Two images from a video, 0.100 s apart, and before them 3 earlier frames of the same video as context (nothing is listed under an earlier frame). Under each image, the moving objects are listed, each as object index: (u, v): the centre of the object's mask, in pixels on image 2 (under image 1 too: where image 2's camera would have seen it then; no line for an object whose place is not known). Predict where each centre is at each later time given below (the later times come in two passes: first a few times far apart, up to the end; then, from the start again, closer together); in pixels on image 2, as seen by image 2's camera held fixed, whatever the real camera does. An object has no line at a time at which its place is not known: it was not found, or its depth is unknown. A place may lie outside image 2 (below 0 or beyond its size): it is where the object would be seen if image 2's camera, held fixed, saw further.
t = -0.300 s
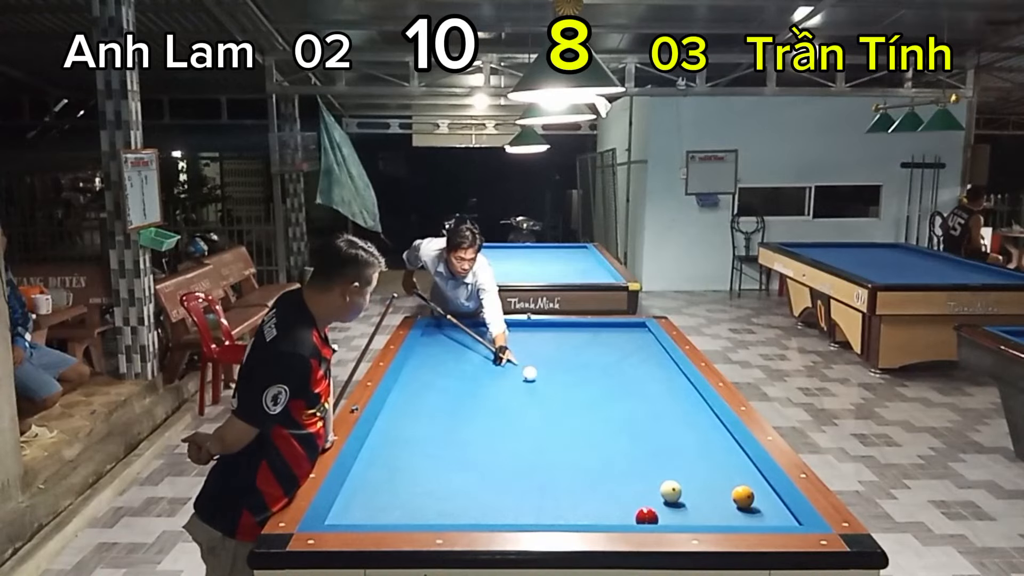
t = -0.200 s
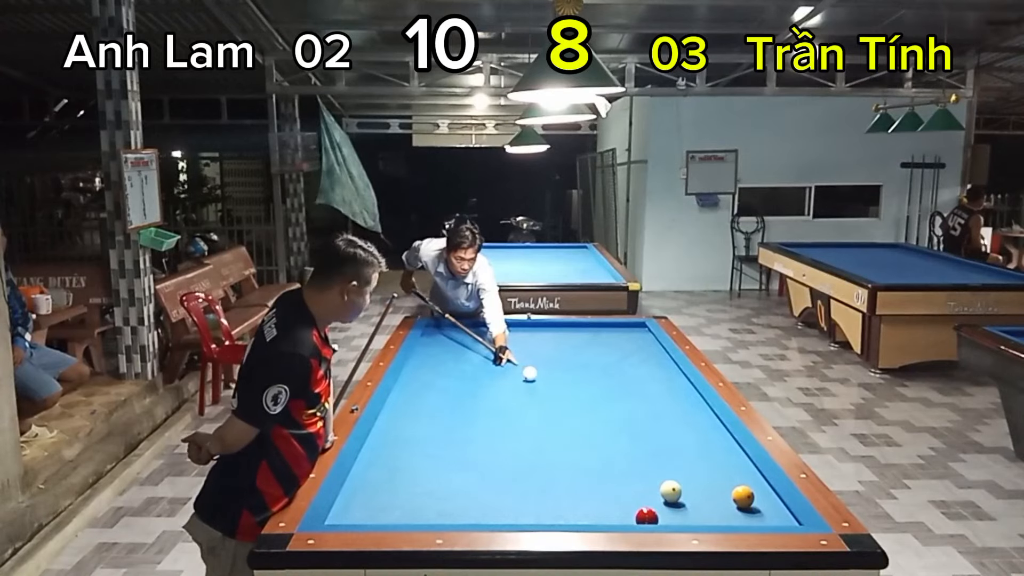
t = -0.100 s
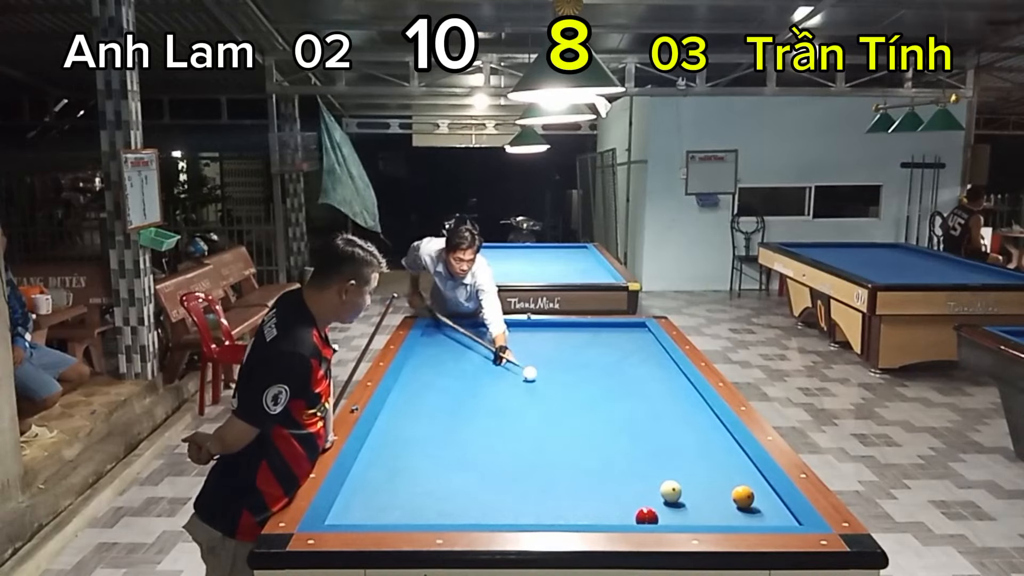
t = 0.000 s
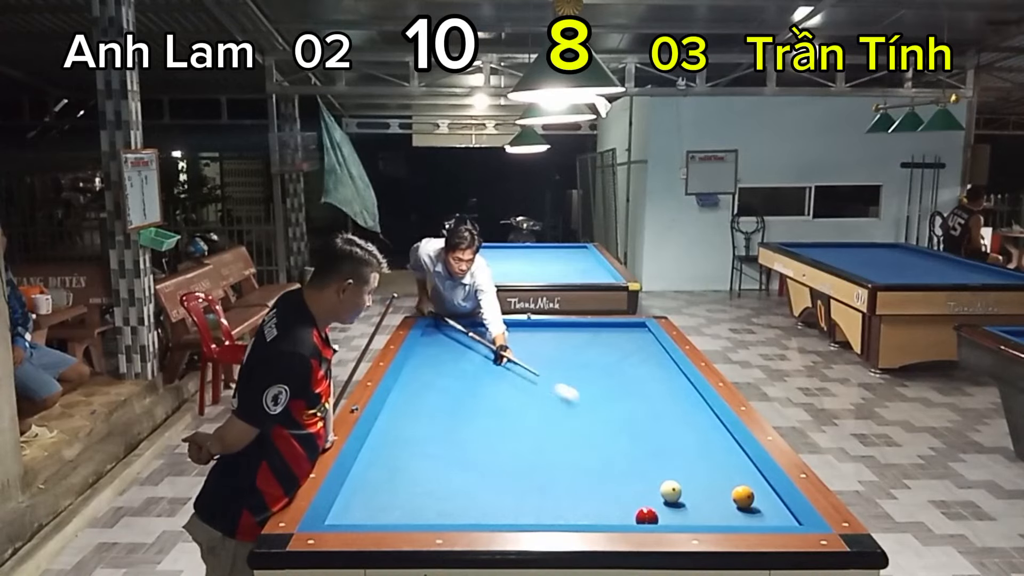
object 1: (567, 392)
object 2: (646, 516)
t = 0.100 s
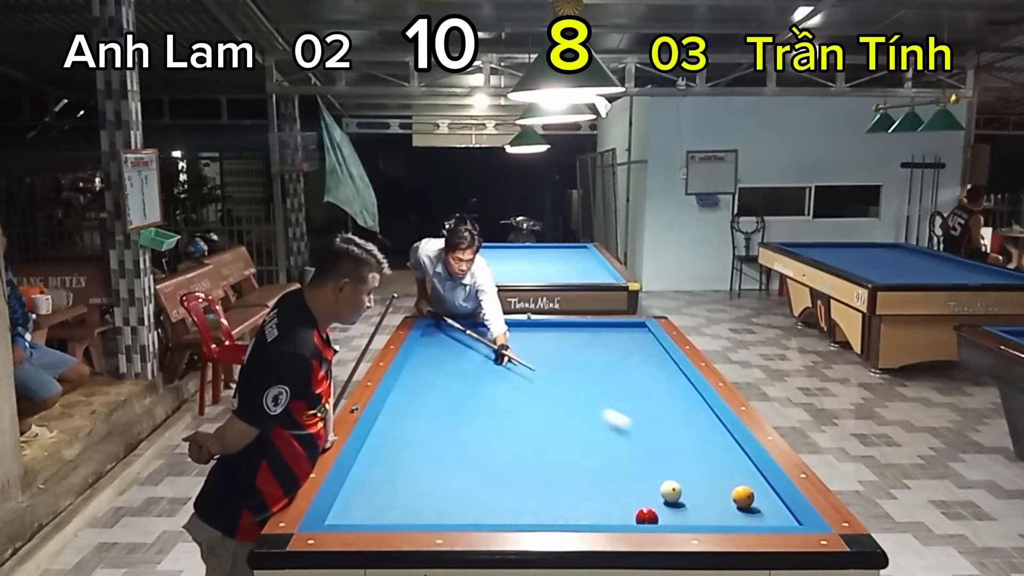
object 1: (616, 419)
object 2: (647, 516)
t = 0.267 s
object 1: (728, 478)
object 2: (646, 516)
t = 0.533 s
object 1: (693, 495)
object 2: (647, 516)
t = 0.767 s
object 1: (699, 514)
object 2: (647, 516)
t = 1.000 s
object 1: (691, 512)
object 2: (647, 516)
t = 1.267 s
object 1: (677, 498)
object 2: (647, 516)
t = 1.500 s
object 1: (666, 487)
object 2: (647, 516)
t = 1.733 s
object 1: (655, 477)
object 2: (647, 516)
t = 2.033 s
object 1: (643, 465)
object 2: (647, 516)
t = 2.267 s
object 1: (635, 457)
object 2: (647, 516)
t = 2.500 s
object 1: (627, 450)
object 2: (646, 516)
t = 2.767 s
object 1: (619, 442)
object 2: (647, 516)
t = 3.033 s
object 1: (611, 435)
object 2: (647, 516)
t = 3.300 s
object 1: (605, 428)
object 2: (656, 518)
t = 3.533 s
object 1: (599, 423)
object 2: (665, 516)
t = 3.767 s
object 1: (595, 419)
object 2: (671, 515)
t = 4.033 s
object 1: (590, 414)
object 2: (679, 514)
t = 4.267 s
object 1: (586, 410)
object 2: (685, 513)
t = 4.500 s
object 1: (582, 406)
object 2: (690, 513)
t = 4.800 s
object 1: (578, 402)
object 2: (696, 512)
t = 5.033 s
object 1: (575, 399)
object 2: (699, 511)
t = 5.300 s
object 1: (573, 396)
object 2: (703, 509)
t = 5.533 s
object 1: (571, 393)
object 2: (705, 509)
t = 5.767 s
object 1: (569, 391)
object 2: (707, 508)
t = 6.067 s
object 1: (567, 388)
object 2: (707, 507)
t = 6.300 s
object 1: (565, 387)
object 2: (706, 507)
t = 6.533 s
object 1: (564, 385)
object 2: (706, 507)
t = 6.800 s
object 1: (562, 384)
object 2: (706, 507)
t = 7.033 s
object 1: (561, 382)
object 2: (706, 508)
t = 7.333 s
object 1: (561, 381)
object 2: (706, 508)
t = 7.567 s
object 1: (561, 381)
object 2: (706, 507)
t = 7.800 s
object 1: (561, 380)
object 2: (706, 508)
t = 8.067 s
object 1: (561, 379)
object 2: (706, 507)
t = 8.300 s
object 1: (561, 379)
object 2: (706, 508)
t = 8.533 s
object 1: (561, 379)
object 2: (706, 507)
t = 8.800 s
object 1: (561, 379)
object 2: (706, 507)
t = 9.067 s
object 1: (561, 379)
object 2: (706, 508)
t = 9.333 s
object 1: (561, 379)
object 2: (706, 507)
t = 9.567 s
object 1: (561, 379)
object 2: (706, 507)
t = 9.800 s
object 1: (561, 379)
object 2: (706, 508)
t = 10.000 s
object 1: (561, 379)
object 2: (706, 508)
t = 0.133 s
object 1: (636, 429)
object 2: (647, 516)
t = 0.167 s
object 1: (656, 440)
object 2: (646, 516)
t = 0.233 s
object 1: (702, 465)
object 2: (647, 516)
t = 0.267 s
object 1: (728, 478)
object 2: (646, 516)
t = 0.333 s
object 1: (756, 488)
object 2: (647, 516)
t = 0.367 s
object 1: (738, 489)
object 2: (646, 516)
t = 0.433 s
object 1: (706, 490)
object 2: (647, 516)
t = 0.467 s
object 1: (693, 492)
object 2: (647, 516)
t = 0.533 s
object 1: (693, 495)
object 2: (647, 516)
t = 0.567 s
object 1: (694, 498)
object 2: (647, 516)
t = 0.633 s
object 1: (695, 503)
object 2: (647, 516)
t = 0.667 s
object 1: (696, 506)
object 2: (647, 516)
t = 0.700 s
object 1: (697, 510)
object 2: (647, 516)
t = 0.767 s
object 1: (699, 514)
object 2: (647, 516)
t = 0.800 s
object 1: (700, 517)
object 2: (647, 516)
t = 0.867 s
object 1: (698, 517)
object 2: (647, 516)
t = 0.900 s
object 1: (696, 516)
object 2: (647, 516)
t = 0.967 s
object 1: (692, 514)
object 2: (647, 516)
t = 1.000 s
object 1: (691, 512)
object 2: (647, 516)
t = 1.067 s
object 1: (687, 509)
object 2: (647, 516)
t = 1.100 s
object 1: (685, 507)
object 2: (647, 516)
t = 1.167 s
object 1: (682, 504)
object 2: (647, 516)
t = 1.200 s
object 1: (680, 502)
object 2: (647, 516)
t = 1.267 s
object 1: (677, 498)
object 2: (647, 516)
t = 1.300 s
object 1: (675, 497)
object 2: (646, 516)
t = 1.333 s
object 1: (673, 495)
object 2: (646, 516)
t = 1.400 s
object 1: (670, 492)
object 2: (647, 516)
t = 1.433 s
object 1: (669, 490)
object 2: (647, 516)
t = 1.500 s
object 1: (666, 487)
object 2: (647, 516)
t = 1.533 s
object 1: (664, 486)
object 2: (647, 516)
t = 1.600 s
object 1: (661, 483)
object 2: (647, 516)
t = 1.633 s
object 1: (660, 481)
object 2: (647, 516)
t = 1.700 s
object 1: (656, 479)
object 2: (646, 516)
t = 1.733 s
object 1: (655, 477)
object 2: (647, 516)
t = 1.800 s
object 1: (652, 475)
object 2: (647, 516)
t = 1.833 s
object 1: (651, 473)
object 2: (647, 516)
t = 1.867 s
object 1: (650, 472)
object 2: (647, 516)
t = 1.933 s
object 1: (647, 469)
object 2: (646, 516)
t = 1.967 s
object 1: (645, 468)
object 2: (646, 516)
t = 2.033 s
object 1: (643, 465)
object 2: (647, 516)
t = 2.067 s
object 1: (642, 464)
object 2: (647, 516)
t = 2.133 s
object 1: (639, 462)
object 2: (647, 516)
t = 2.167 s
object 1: (638, 461)
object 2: (647, 516)
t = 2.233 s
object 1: (636, 458)
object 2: (647, 516)
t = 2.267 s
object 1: (635, 457)
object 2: (647, 516)
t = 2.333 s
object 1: (633, 455)
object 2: (647, 516)
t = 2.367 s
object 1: (631, 454)
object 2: (647, 516)
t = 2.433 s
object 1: (629, 452)
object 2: (647, 516)
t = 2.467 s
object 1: (628, 451)
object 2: (647, 516)
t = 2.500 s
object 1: (627, 450)
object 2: (646, 516)
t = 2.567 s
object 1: (625, 448)
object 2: (647, 516)
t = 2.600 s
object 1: (624, 447)
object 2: (647, 516)
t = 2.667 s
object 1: (622, 445)
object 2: (647, 516)
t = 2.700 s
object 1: (621, 444)
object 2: (646, 516)
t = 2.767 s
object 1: (619, 442)
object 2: (647, 516)
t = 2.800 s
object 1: (618, 441)
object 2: (646, 516)
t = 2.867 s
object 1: (616, 439)
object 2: (646, 516)
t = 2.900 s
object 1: (615, 438)
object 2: (647, 516)
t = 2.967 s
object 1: (613, 437)
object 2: (647, 516)
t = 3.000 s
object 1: (612, 436)
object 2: (647, 516)
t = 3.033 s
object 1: (611, 435)
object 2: (647, 516)
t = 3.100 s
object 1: (610, 433)
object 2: (647, 516)
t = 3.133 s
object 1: (609, 432)
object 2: (648, 516)
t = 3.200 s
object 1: (607, 431)
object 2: (651, 517)
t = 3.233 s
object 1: (606, 430)
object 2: (653, 517)
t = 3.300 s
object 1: (605, 428)
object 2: (656, 518)
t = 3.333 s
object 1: (604, 428)
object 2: (657, 518)
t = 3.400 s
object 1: (602, 426)
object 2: (659, 517)
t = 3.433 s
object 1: (602, 426)
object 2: (660, 517)
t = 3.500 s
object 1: (600, 424)
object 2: (663, 517)
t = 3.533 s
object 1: (599, 423)
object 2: (665, 516)
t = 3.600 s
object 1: (598, 422)
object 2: (666, 516)
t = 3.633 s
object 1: (597, 421)
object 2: (667, 516)
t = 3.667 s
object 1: (597, 421)
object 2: (668, 516)
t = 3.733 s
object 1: (595, 419)
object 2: (670, 515)
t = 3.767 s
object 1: (595, 419)
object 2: (671, 515)
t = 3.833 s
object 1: (593, 417)
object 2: (673, 515)
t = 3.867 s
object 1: (593, 417)
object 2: (674, 515)
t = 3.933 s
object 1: (591, 416)
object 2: (676, 515)
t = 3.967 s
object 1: (591, 415)
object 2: (677, 515)
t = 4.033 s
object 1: (590, 414)
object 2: (679, 514)
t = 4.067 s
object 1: (589, 413)
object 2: (680, 514)
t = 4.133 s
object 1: (588, 412)
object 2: (681, 514)
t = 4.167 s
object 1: (587, 411)
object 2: (682, 513)
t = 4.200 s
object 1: (587, 411)
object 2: (683, 513)
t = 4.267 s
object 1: (586, 410)
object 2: (685, 513)
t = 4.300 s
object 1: (585, 409)
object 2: (685, 513)
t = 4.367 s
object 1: (584, 408)
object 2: (687, 513)
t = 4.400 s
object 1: (584, 408)
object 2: (688, 513)
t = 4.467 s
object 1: (583, 407)
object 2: (689, 512)
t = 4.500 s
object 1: (582, 406)
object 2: (690, 513)
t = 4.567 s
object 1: (581, 405)
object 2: (691, 512)
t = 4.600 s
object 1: (581, 405)
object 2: (692, 512)
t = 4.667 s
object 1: (580, 404)
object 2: (693, 512)
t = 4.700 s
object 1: (579, 403)
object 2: (694, 512)
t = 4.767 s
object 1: (578, 402)
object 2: (695, 512)
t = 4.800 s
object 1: (578, 402)
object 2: (696, 512)
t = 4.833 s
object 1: (578, 401)
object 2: (696, 512)
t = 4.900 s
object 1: (577, 401)
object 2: (697, 511)
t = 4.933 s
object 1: (577, 400)
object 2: (698, 511)
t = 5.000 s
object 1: (576, 399)
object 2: (699, 511)
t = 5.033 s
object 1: (575, 399)
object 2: (699, 511)
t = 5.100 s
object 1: (575, 398)
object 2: (700, 510)
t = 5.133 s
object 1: (574, 398)
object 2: (701, 510)
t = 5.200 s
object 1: (573, 397)
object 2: (702, 510)
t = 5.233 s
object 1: (573, 396)
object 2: (702, 509)
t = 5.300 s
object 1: (573, 396)
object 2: (703, 509)
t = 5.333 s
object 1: (572, 395)
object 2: (703, 509)
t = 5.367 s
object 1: (572, 395)
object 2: (704, 509)
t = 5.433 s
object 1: (571, 394)
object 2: (705, 509)
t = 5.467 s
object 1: (571, 394)
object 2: (705, 509)
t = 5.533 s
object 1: (571, 393)
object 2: (705, 509)
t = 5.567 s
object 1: (570, 393)
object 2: (706, 509)
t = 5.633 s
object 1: (570, 392)
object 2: (706, 509)
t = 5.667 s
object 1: (570, 392)
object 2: (706, 508)
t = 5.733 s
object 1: (569, 391)
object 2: (707, 508)
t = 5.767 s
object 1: (569, 391)
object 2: (707, 508)
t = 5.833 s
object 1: (568, 390)
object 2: (707, 508)
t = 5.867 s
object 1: (568, 390)
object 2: (707, 508)
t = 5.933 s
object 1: (568, 389)
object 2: (707, 508)
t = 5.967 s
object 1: (567, 389)
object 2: (707, 508)
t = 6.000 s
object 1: (567, 389)
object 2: (707, 508)
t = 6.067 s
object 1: (567, 388)
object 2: (707, 507)
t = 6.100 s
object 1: (566, 388)
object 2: (706, 507)
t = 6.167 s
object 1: (566, 388)
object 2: (706, 507)
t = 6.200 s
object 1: (566, 387)
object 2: (706, 507)
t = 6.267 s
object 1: (566, 387)
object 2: (706, 507)
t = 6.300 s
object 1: (565, 387)
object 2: (706, 507)
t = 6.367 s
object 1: (565, 386)
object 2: (706, 507)
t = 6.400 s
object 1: (565, 386)
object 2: (706, 508)
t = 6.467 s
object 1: (564, 386)
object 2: (706, 507)
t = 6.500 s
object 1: (564, 385)
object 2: (705, 508)
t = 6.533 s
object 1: (564, 385)
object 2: (706, 507)
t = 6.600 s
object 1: (564, 385)
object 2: (705, 507)
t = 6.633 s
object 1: (563, 384)
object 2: (705, 507)
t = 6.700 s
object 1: (563, 384)
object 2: (705, 507)
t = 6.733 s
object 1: (563, 384)
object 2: (706, 507)
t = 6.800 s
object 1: (562, 384)
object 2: (706, 507)
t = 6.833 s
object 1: (562, 383)
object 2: (706, 507)
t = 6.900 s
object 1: (562, 383)
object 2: (705, 508)
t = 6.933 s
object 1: (562, 383)
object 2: (706, 507)
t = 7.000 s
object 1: (561, 382)
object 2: (706, 507)
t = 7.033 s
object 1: (561, 382)
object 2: (706, 508)
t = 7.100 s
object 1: (561, 382)
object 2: (706, 508)
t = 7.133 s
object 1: (561, 382)
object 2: (706, 507)
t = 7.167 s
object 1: (561, 382)
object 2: (706, 507)
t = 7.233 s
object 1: (561, 382)
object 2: (706, 507)
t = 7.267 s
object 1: (561, 381)
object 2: (706, 507)
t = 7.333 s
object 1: (561, 381)
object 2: (706, 508)
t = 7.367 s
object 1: (561, 381)
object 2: (706, 507)
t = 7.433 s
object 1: (561, 381)
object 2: (706, 507)
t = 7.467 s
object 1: (561, 381)
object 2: (706, 508)
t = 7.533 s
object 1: (561, 381)
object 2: (706, 507)
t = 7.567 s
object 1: (561, 381)
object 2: (706, 507)
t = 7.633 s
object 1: (561, 380)
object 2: (706, 507)
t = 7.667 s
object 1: (561, 380)
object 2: (706, 508)
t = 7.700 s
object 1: (561, 380)
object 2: (706, 507)
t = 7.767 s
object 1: (561, 380)
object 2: (706, 507)
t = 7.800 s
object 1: (561, 380)
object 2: (706, 508)
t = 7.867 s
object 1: (561, 379)
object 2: (706, 508)
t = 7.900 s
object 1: (561, 379)
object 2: (706, 508)
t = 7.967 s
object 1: (561, 379)
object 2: (706, 508)
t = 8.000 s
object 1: (561, 379)
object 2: (706, 508)
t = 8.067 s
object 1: (561, 379)
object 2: (706, 507)
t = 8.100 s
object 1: (561, 379)
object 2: (706, 508)
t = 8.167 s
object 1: (561, 379)
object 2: (706, 507)
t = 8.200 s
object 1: (561, 379)
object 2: (706, 507)
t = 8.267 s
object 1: (561, 379)
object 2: (706, 508)
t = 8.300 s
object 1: (561, 379)
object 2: (706, 508)
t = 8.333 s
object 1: (561, 379)
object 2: (706, 507)
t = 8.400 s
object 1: (561, 379)
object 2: (706, 508)
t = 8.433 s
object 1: (561, 379)
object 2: (706, 508)
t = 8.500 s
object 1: (561, 379)
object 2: (706, 507)
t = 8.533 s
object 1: (561, 379)
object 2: (706, 507)
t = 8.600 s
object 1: (561, 379)
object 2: (706, 507)
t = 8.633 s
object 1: (561, 379)
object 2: (706, 508)
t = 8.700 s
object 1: (561, 379)
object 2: (706, 508)
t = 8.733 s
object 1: (561, 379)
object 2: (706, 507)
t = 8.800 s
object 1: (561, 379)
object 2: (706, 507)
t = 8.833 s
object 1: (561, 379)
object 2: (706, 508)
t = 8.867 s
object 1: (561, 379)
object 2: (706, 508)
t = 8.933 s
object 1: (561, 379)
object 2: (706, 507)
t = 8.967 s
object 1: (561, 379)
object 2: (706, 507)
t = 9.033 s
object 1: (561, 379)
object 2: (706, 507)
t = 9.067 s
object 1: (561, 379)
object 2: (706, 508)
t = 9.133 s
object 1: (561, 379)
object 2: (706, 508)
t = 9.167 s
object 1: (561, 379)
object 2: (706, 508)
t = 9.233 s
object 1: (561, 379)
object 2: (706, 507)
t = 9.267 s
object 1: (561, 379)
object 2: (706, 507)
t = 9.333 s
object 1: (561, 379)
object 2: (706, 507)
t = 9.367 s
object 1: (561, 379)
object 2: (706, 507)
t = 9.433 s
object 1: (561, 379)
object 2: (706, 507)
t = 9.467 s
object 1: (561, 379)
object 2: (706, 508)
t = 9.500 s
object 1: (561, 379)
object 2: (706, 507)
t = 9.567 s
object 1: (561, 379)
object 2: (706, 507)
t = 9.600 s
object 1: (561, 379)
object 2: (706, 508)
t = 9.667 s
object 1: (561, 379)
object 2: (706, 508)
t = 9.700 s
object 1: (561, 379)
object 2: (706, 507)
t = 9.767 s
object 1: (561, 379)
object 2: (706, 507)
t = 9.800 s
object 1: (561, 379)
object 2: (706, 508)
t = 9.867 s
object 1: (561, 379)
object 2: (706, 508)
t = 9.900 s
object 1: (561, 379)
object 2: (706, 507)
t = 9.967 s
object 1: (561, 379)
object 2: (706, 508)
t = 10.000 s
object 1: (561, 379)
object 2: (706, 508)
